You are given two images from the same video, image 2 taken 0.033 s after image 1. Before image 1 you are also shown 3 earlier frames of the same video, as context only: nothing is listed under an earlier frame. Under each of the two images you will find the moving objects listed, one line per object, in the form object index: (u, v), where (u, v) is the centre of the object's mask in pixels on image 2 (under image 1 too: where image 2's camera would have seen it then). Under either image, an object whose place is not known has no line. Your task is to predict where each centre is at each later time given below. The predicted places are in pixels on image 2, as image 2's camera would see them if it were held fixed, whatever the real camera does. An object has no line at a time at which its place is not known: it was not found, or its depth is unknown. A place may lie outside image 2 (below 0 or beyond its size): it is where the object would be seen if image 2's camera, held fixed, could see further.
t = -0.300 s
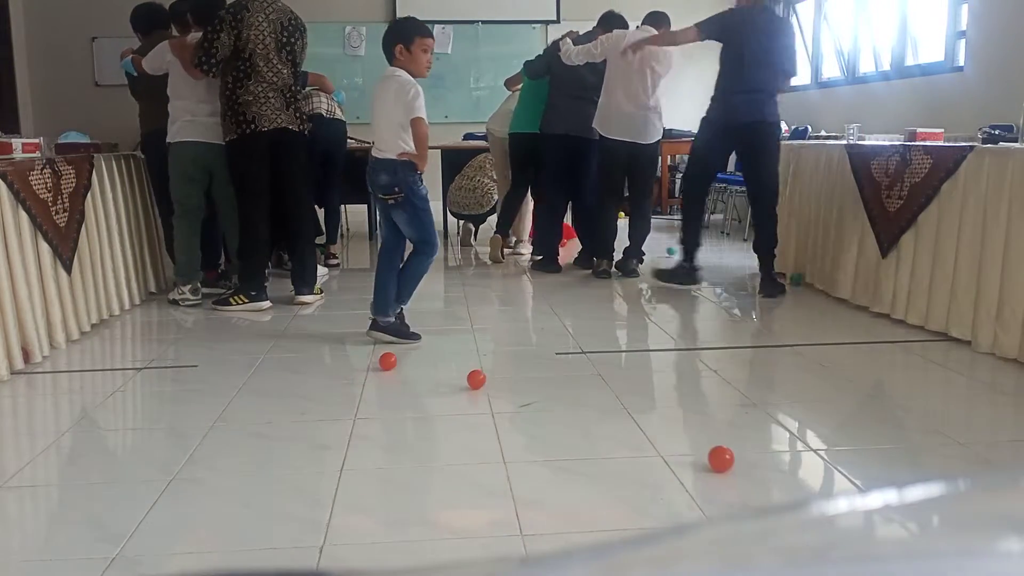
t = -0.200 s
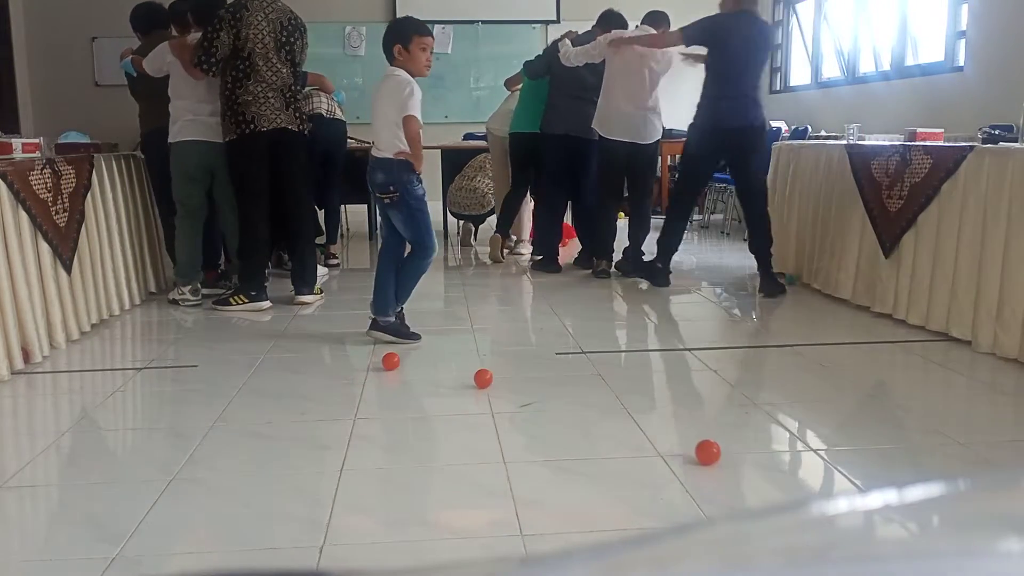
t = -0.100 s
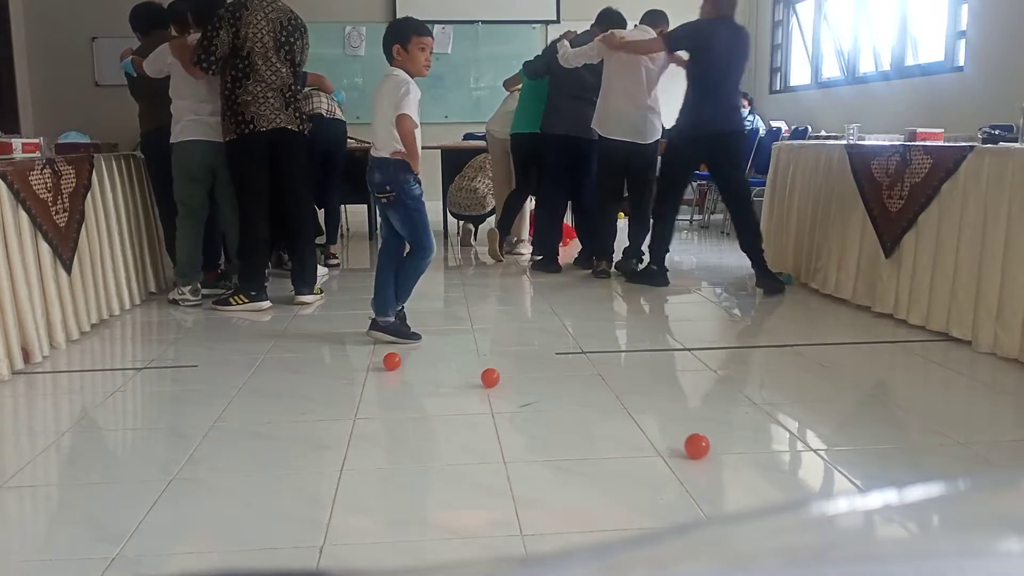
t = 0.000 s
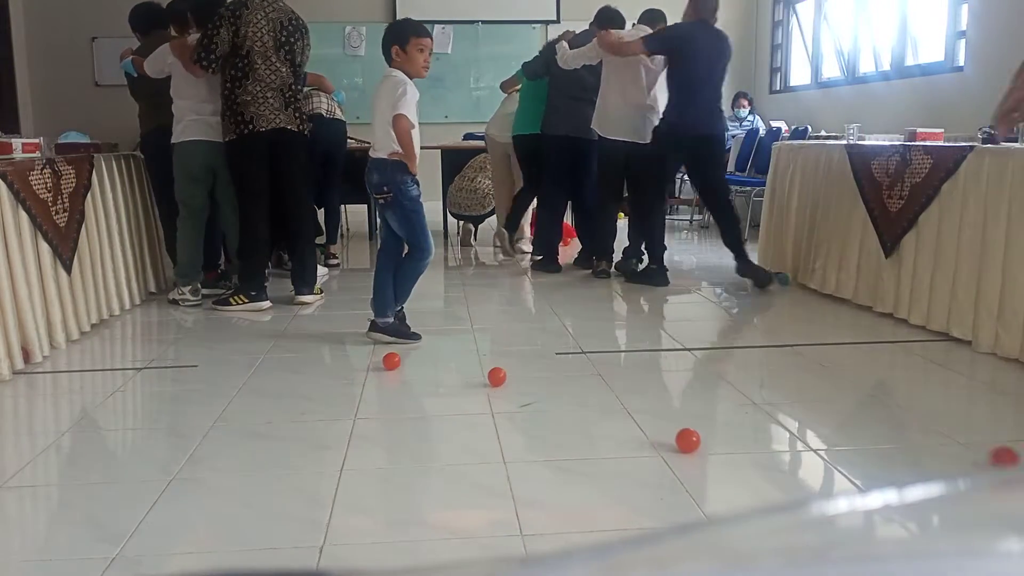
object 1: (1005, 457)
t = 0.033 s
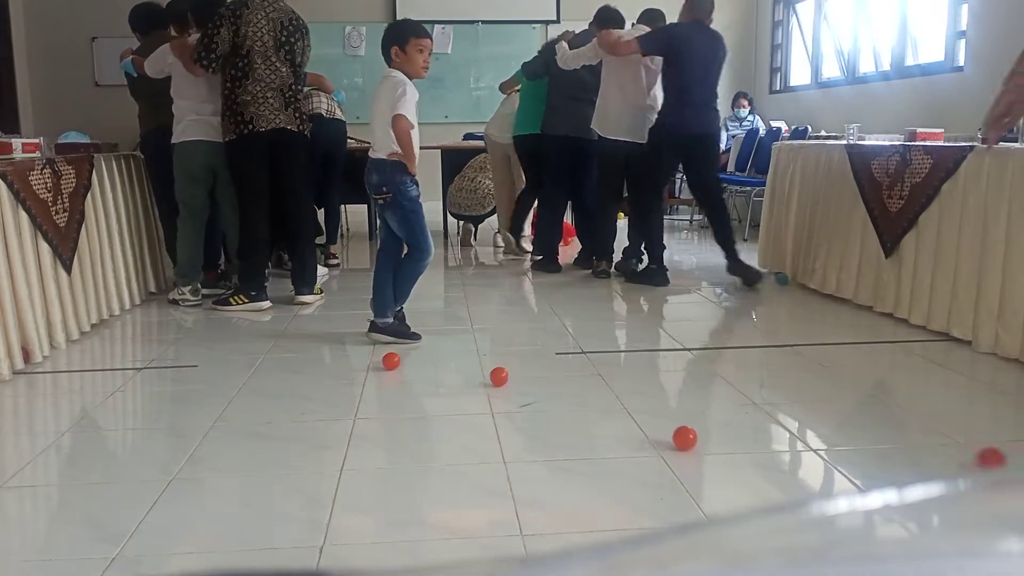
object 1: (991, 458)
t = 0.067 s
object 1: (978, 459)
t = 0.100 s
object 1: (967, 460)
